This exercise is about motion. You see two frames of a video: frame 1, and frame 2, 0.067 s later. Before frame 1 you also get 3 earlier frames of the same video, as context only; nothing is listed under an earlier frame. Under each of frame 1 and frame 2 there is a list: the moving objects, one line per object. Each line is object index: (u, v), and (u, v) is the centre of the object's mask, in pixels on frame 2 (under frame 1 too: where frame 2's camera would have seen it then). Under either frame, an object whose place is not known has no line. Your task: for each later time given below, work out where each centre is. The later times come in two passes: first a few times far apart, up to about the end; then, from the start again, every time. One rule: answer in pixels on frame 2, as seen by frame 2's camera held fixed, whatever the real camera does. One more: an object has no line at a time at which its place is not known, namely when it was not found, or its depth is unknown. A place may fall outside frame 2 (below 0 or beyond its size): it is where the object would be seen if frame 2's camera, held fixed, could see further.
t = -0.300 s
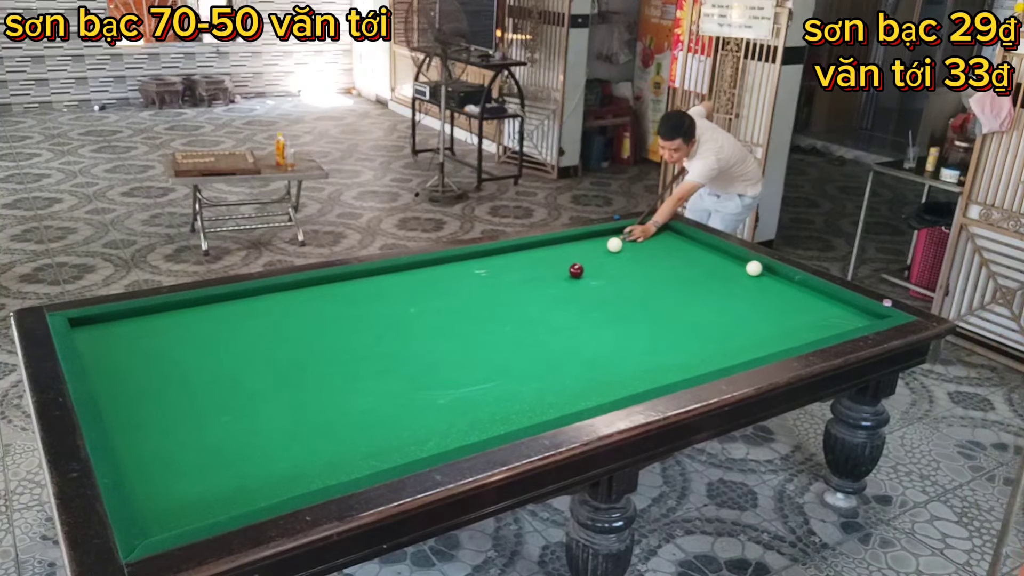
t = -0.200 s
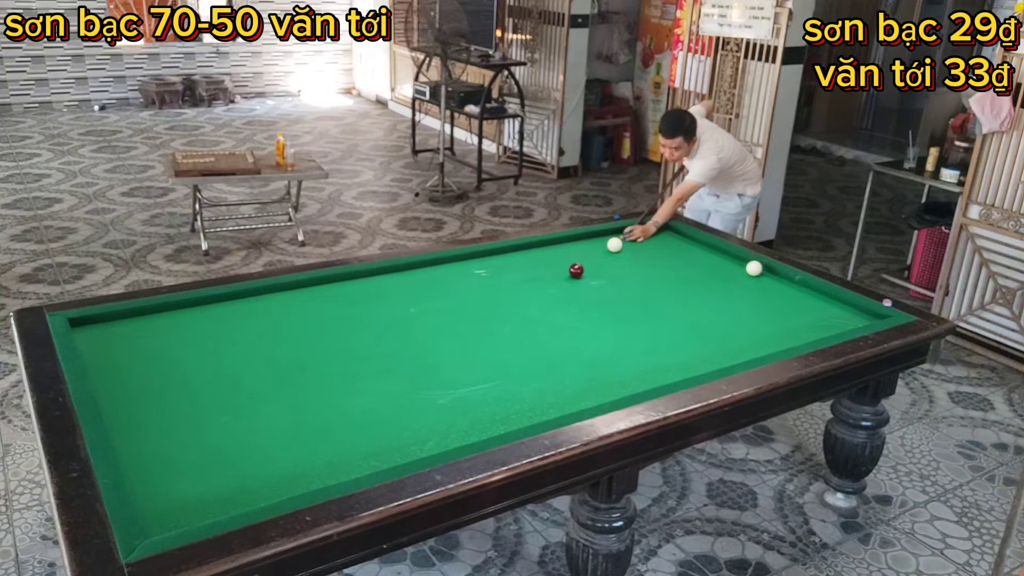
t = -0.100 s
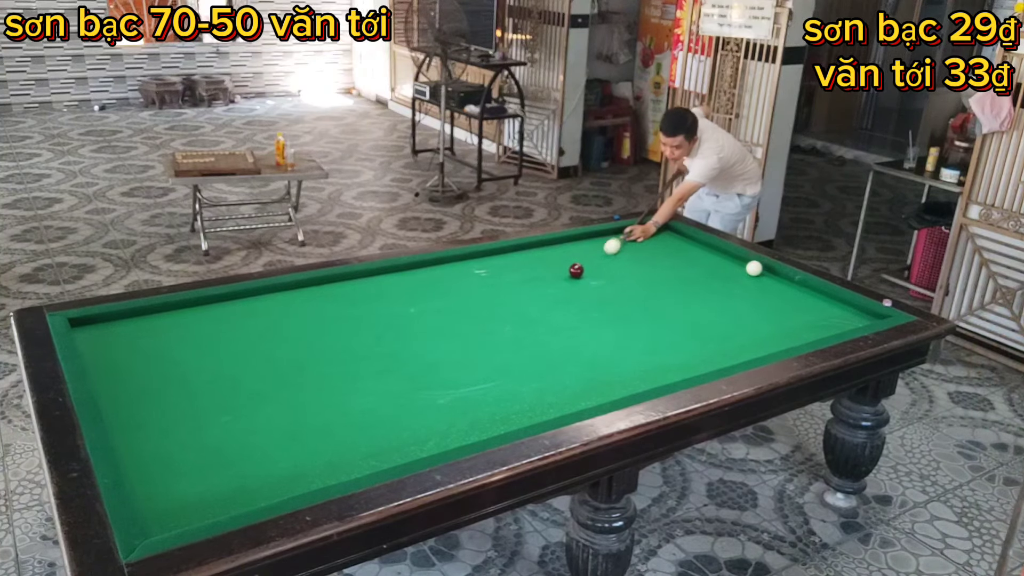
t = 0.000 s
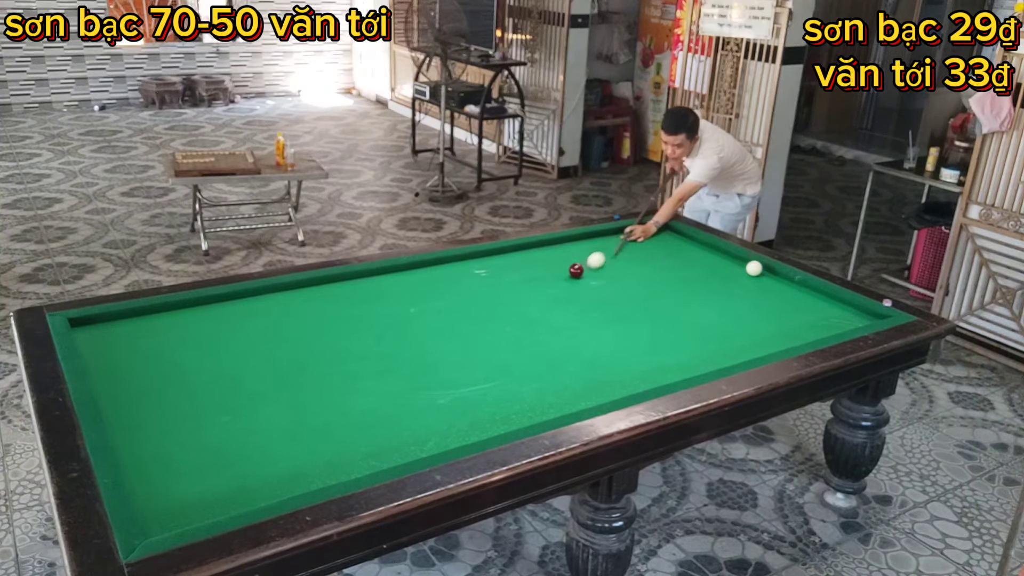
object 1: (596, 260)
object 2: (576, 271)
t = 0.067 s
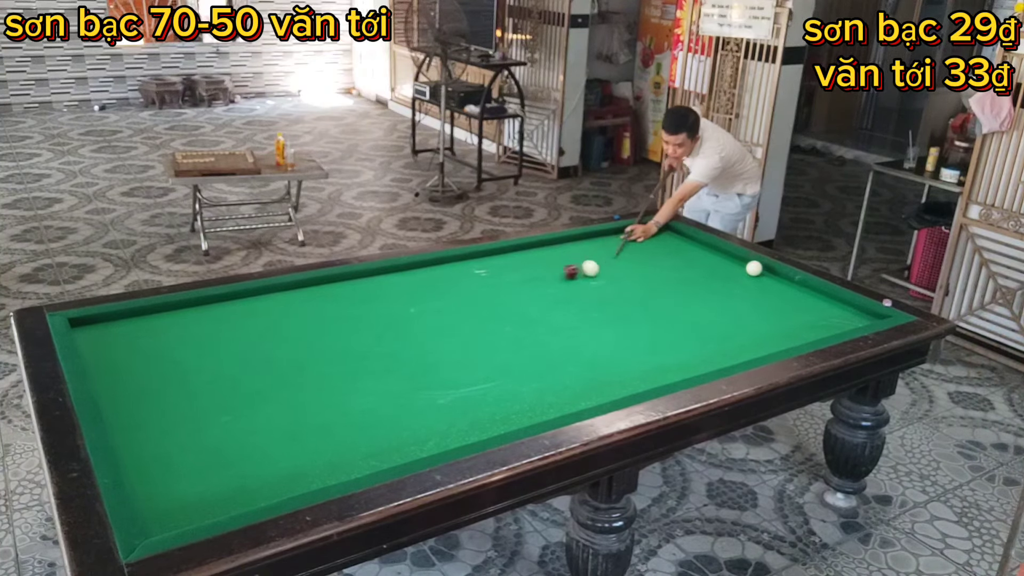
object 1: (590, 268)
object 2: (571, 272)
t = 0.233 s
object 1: (611, 278)
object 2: (523, 281)
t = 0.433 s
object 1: (635, 289)
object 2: (471, 292)
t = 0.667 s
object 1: (663, 302)
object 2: (406, 304)
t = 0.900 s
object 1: (694, 315)
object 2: (336, 318)
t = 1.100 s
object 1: (721, 328)
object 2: (270, 331)
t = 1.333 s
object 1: (754, 343)
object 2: (188, 347)
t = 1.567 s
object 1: (768, 344)
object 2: (97, 365)
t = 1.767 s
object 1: (765, 335)
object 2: (138, 355)
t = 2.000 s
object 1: (761, 325)
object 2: (184, 345)
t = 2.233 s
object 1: (757, 316)
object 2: (225, 336)
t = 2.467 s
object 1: (752, 307)
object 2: (264, 328)
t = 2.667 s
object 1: (749, 300)
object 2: (295, 322)
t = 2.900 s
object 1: (745, 292)
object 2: (329, 314)
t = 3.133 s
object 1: (741, 285)
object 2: (361, 308)
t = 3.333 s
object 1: (738, 280)
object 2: (386, 303)
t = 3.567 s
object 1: (734, 274)
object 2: (415, 297)
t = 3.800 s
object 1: (730, 269)
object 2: (441, 291)
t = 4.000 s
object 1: (727, 264)
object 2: (462, 287)
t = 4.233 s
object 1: (724, 259)
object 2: (486, 282)
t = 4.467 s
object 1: (720, 255)
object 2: (508, 278)
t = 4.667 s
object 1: (717, 251)
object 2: (526, 274)
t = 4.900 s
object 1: (714, 248)
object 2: (546, 270)
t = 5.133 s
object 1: (706, 246)
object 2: (565, 266)
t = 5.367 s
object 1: (699, 245)
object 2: (582, 263)
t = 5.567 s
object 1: (694, 244)
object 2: (596, 260)
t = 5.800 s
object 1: (688, 243)
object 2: (611, 257)
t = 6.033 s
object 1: (682, 241)
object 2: (626, 254)
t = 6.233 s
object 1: (678, 240)
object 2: (638, 252)
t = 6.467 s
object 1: (673, 240)
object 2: (651, 249)
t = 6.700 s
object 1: (670, 237)
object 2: (663, 247)
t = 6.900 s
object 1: (664, 237)
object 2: (673, 245)
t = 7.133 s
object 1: (662, 238)
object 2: (684, 242)
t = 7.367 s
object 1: (659, 237)
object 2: (694, 240)
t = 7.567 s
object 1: (657, 237)
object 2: (691, 241)
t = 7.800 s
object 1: (656, 237)
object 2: (686, 242)
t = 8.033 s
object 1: (654, 237)
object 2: (681, 243)
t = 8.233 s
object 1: (653, 237)
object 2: (678, 243)
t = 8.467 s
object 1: (653, 236)
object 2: (673, 244)
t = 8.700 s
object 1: (653, 236)
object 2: (670, 245)
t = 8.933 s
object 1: (653, 236)
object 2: (666, 246)
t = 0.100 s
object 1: (595, 271)
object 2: (561, 274)
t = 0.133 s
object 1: (599, 273)
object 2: (551, 276)
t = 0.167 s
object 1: (603, 275)
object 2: (541, 278)
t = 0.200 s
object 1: (607, 277)
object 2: (532, 280)
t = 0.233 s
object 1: (611, 278)
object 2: (523, 281)
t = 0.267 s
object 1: (615, 280)
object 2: (514, 283)
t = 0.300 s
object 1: (619, 282)
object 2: (505, 285)
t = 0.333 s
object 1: (622, 283)
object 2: (496, 287)
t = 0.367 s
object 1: (626, 285)
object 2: (488, 288)
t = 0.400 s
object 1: (630, 287)
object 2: (479, 289)
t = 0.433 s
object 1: (635, 289)
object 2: (471, 292)
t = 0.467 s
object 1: (638, 291)
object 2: (461, 294)
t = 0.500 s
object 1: (643, 292)
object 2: (452, 295)
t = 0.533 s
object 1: (647, 294)
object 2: (444, 297)
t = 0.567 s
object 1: (651, 296)
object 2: (434, 299)
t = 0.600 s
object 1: (655, 298)
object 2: (425, 301)
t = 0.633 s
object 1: (659, 300)
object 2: (416, 303)
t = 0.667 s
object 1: (663, 302)
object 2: (406, 304)
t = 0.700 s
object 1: (668, 304)
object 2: (396, 306)
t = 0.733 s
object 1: (672, 306)
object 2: (387, 308)
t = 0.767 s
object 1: (676, 308)
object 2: (377, 310)
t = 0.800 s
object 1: (681, 310)
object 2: (367, 312)
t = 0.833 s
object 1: (685, 311)
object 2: (356, 314)
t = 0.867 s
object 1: (689, 313)
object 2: (346, 316)
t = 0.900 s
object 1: (694, 315)
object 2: (336, 318)
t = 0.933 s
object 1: (698, 317)
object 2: (325, 320)
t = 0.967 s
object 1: (703, 319)
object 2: (314, 322)
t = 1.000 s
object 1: (707, 321)
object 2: (303, 325)
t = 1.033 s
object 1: (712, 323)
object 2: (293, 326)
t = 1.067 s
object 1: (717, 325)
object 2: (282, 329)
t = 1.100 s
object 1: (721, 328)
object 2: (270, 331)
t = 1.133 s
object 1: (726, 330)
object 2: (259, 333)
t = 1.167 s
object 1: (730, 332)
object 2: (248, 335)
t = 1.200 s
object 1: (735, 334)
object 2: (236, 337)
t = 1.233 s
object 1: (740, 336)
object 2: (224, 340)
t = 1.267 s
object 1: (745, 338)
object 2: (213, 342)
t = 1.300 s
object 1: (749, 340)
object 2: (201, 344)
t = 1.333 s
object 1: (754, 343)
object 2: (188, 347)
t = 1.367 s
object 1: (759, 344)
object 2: (175, 349)
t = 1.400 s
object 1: (763, 346)
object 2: (163, 351)
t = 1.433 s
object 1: (768, 347)
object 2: (150, 354)
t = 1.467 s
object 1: (771, 347)
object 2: (137, 357)
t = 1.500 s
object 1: (770, 346)
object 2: (124, 359)
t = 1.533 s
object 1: (769, 345)
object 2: (110, 362)
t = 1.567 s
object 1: (768, 344)
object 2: (97, 365)
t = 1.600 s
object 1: (768, 342)
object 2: (97, 365)
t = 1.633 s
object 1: (768, 341)
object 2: (106, 362)
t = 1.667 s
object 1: (767, 340)
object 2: (115, 361)
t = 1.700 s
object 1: (766, 338)
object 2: (124, 358)
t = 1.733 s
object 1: (766, 337)
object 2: (131, 357)
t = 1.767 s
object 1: (765, 335)
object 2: (138, 355)
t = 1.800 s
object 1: (765, 334)
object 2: (145, 354)
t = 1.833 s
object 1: (764, 332)
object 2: (152, 352)
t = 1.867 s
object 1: (763, 331)
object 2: (158, 351)
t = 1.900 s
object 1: (763, 329)
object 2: (165, 350)
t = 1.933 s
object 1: (762, 328)
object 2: (171, 349)
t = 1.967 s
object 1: (762, 326)
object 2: (177, 347)
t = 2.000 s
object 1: (761, 325)
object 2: (184, 345)
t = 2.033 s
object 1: (760, 323)
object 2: (190, 344)
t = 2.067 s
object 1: (760, 322)
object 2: (196, 343)
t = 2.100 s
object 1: (759, 321)
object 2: (202, 342)
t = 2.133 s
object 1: (758, 319)
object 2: (208, 340)
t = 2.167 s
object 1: (758, 318)
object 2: (214, 339)
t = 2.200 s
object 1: (757, 317)
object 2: (220, 338)
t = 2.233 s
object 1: (757, 316)
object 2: (225, 336)
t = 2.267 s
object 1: (756, 314)
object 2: (231, 335)
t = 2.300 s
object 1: (756, 313)
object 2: (236, 334)
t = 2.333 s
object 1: (755, 312)
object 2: (242, 333)
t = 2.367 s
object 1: (754, 310)
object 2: (248, 332)
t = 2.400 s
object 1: (754, 309)
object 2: (253, 330)
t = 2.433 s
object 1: (753, 308)
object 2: (259, 329)
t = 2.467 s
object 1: (752, 307)
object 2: (264, 328)
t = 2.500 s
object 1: (752, 306)
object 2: (269, 327)
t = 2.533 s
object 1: (751, 304)
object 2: (275, 326)
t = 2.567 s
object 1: (751, 303)
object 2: (280, 325)
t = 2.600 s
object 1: (750, 302)
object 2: (285, 324)
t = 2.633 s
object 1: (750, 301)
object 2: (290, 323)
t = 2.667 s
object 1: (749, 300)
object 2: (295, 322)
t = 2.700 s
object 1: (748, 299)
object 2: (300, 320)
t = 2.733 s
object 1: (748, 298)
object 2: (305, 320)
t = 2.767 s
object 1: (747, 297)
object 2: (310, 318)
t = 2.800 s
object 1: (747, 295)
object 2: (315, 318)
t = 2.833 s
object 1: (746, 294)
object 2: (320, 316)
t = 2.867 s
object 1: (745, 293)
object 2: (325, 316)
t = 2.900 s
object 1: (745, 292)
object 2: (329, 314)
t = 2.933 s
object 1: (744, 291)
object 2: (334, 314)
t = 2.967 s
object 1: (744, 290)
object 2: (338, 313)
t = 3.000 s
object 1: (743, 289)
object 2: (343, 312)
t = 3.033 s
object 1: (743, 288)
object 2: (348, 311)
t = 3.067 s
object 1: (742, 287)
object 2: (352, 310)
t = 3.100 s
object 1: (741, 286)
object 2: (357, 309)
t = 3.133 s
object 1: (741, 285)
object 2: (361, 308)
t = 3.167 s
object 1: (740, 284)
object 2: (366, 307)
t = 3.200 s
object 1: (740, 284)
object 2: (370, 306)
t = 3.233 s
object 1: (739, 283)
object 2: (374, 305)
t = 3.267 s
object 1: (739, 282)
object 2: (378, 304)
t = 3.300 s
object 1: (738, 281)
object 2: (382, 303)
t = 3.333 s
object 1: (738, 280)
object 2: (386, 303)
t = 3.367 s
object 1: (737, 279)
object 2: (391, 302)
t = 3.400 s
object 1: (736, 278)
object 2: (395, 301)
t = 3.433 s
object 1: (736, 277)
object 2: (399, 300)
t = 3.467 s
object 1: (735, 277)
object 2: (403, 299)
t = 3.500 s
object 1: (735, 276)
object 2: (407, 298)
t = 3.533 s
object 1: (734, 275)
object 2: (411, 297)
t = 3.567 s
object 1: (734, 274)
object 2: (415, 297)
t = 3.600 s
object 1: (733, 273)
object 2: (419, 296)
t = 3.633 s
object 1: (733, 272)
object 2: (423, 295)
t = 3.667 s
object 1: (732, 272)
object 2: (426, 294)
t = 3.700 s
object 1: (731, 271)
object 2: (430, 293)
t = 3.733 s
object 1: (731, 270)
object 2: (434, 292)
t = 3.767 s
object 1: (730, 269)
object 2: (437, 292)
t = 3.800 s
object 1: (730, 269)
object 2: (441, 291)
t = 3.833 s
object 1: (729, 268)
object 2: (444, 290)
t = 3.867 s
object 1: (729, 267)
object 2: (448, 290)
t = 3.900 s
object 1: (728, 266)
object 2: (452, 289)
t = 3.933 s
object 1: (728, 266)
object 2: (455, 288)
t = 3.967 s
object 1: (727, 265)
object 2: (459, 287)
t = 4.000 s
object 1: (727, 264)
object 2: (462, 287)
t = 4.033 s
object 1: (726, 264)
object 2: (466, 286)
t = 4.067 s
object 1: (726, 263)
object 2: (469, 285)
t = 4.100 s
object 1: (725, 262)
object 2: (473, 285)
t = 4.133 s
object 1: (725, 261)
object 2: (476, 284)
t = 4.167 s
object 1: (724, 261)
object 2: (479, 283)
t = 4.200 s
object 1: (724, 260)
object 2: (483, 282)
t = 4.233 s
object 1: (724, 259)
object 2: (486, 282)
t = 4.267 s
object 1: (723, 259)
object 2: (489, 281)
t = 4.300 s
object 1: (723, 258)
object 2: (492, 281)
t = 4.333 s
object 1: (722, 257)
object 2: (495, 280)
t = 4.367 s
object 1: (722, 257)
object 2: (498, 279)
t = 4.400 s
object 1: (721, 256)
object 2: (502, 279)
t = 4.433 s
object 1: (721, 256)
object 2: (505, 278)
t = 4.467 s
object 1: (720, 255)
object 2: (508, 278)
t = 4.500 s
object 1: (720, 254)
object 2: (511, 277)
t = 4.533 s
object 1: (719, 254)
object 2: (514, 276)
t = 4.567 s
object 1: (719, 253)
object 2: (517, 276)
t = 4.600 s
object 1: (718, 253)
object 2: (520, 275)
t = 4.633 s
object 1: (718, 252)
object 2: (523, 274)
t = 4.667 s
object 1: (717, 251)
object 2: (526, 274)
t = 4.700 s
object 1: (717, 251)
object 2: (529, 273)
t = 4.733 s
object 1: (717, 250)
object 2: (532, 273)
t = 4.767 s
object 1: (716, 250)
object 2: (534, 272)
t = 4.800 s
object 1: (715, 249)
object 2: (538, 272)
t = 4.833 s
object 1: (715, 249)
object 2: (540, 271)
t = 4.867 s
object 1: (714, 248)
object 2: (543, 271)
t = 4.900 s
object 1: (714, 248)
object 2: (546, 270)
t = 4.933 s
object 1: (712, 247)
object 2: (548, 269)
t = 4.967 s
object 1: (712, 247)
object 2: (551, 269)
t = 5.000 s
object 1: (710, 247)
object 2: (554, 268)
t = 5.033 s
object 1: (709, 247)
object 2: (556, 268)
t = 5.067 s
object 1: (708, 247)
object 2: (559, 267)
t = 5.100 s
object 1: (707, 247)
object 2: (562, 267)
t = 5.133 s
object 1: (706, 246)
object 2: (565, 266)
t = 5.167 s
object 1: (705, 246)
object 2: (567, 266)
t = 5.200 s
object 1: (704, 246)
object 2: (569, 265)
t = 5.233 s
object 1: (703, 246)
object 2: (572, 265)
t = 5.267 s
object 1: (702, 245)
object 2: (575, 264)
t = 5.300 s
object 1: (701, 245)
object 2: (577, 264)
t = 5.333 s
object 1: (700, 245)
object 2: (579, 264)
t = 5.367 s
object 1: (699, 245)
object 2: (582, 263)
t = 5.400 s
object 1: (698, 245)
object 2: (584, 263)
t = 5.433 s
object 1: (697, 244)
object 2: (586, 262)
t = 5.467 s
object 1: (696, 244)
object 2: (589, 262)
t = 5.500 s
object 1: (695, 244)
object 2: (591, 261)
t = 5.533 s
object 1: (695, 244)
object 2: (594, 261)
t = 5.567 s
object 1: (694, 244)
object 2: (596, 260)
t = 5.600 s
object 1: (693, 244)
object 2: (598, 260)
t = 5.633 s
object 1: (692, 243)
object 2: (601, 259)
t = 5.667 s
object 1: (691, 243)
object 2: (603, 259)
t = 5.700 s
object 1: (690, 243)
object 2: (605, 258)
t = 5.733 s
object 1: (689, 243)
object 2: (607, 258)
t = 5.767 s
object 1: (688, 243)
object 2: (609, 257)
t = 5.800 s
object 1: (688, 243)
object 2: (611, 257)
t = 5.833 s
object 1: (687, 242)
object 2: (613, 256)
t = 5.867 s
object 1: (686, 242)
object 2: (616, 256)
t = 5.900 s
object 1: (685, 242)
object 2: (618, 256)
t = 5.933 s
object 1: (684, 242)
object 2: (620, 255)
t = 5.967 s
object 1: (684, 242)
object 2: (622, 255)
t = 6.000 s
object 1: (683, 242)
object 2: (624, 255)
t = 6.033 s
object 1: (682, 241)
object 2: (626, 254)
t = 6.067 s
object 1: (681, 241)
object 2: (628, 254)
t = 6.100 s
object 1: (681, 241)
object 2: (630, 253)
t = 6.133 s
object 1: (680, 241)
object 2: (632, 253)
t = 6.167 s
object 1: (679, 241)
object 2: (634, 253)
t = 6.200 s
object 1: (678, 241)
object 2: (636, 252)
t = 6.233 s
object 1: (678, 240)
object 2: (638, 252)
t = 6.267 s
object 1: (677, 240)
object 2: (640, 251)
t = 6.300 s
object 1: (676, 240)
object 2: (642, 251)
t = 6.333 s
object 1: (676, 240)
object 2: (644, 251)
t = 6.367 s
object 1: (675, 240)
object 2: (645, 250)
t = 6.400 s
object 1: (674, 240)
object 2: (647, 250)
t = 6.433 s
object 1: (674, 240)
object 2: (649, 249)
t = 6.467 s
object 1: (673, 240)
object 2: (651, 249)
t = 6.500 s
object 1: (672, 239)
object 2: (653, 249)
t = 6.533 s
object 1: (671, 239)
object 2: (654, 249)
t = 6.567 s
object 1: (671, 239)
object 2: (656, 248)
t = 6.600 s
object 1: (671, 239)
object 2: (658, 248)
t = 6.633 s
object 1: (670, 239)
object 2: (660, 248)
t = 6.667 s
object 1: (670, 238)
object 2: (661, 247)
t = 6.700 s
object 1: (670, 237)
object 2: (663, 247)
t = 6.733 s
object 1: (669, 237)
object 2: (665, 247)
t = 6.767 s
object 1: (668, 236)
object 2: (667, 246)
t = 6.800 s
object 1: (667, 236)
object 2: (668, 246)
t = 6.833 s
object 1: (666, 236)
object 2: (670, 245)
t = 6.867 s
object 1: (665, 237)
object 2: (671, 245)
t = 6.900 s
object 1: (664, 237)
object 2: (673, 245)
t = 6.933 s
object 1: (664, 237)
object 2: (675, 245)
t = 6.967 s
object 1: (664, 238)
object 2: (676, 244)
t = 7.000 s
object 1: (664, 238)
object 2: (677, 244)
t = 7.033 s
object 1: (664, 238)
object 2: (679, 243)
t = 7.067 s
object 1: (663, 238)
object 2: (681, 243)
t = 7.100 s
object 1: (663, 238)
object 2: (682, 242)
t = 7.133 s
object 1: (662, 238)
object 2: (684, 242)
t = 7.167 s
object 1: (662, 238)
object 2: (685, 242)
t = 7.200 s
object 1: (661, 238)
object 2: (687, 242)
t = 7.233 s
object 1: (661, 237)
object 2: (688, 241)
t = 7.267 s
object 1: (661, 237)
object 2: (690, 241)
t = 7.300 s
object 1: (660, 237)
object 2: (691, 241)
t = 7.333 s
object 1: (660, 237)
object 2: (693, 240)
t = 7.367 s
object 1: (659, 237)
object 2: (694, 240)
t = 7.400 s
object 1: (659, 237)
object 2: (694, 240)
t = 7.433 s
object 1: (659, 237)
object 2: (694, 240)
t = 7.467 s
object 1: (659, 237)
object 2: (693, 240)
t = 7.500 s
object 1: (658, 237)
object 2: (692, 240)
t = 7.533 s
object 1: (658, 237)
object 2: (692, 240)
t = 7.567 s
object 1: (657, 237)
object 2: (691, 241)
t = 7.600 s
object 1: (657, 237)
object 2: (690, 241)
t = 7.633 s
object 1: (657, 237)
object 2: (689, 241)
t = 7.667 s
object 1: (657, 237)
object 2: (689, 241)
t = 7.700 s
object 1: (656, 237)
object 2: (688, 241)
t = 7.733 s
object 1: (656, 237)
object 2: (687, 242)
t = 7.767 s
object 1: (656, 237)
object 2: (686, 242)
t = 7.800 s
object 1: (656, 237)
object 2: (686, 242)
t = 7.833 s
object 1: (655, 237)
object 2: (685, 242)
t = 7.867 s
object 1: (655, 237)
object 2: (684, 242)
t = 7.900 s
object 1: (655, 237)
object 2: (684, 242)
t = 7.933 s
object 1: (655, 237)
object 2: (683, 242)
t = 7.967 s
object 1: (655, 237)
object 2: (683, 242)
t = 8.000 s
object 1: (654, 237)
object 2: (682, 242)
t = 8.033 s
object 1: (654, 237)
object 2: (681, 243)
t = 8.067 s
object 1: (654, 237)
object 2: (681, 243)
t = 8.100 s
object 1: (654, 237)
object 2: (680, 243)
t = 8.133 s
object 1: (654, 237)
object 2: (680, 243)
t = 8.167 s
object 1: (654, 237)
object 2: (679, 243)
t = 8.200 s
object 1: (654, 237)
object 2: (678, 243)
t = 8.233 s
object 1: (653, 237)
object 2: (678, 243)
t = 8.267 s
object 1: (654, 237)
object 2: (677, 243)
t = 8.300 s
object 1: (653, 237)
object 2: (676, 244)
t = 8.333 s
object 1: (653, 236)
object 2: (676, 244)
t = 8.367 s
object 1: (653, 236)
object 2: (675, 244)
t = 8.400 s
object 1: (653, 236)
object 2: (674, 244)
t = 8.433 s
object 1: (653, 236)
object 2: (674, 244)
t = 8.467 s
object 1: (653, 236)
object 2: (673, 244)
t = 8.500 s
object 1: (653, 236)
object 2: (673, 244)
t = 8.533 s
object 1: (653, 236)
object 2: (672, 245)
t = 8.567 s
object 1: (653, 236)
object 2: (672, 245)
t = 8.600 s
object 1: (653, 236)
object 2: (671, 245)
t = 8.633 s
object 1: (653, 236)
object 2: (671, 245)
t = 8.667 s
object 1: (653, 236)
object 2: (670, 245)
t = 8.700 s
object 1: (653, 236)
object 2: (670, 245)
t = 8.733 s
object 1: (653, 236)
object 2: (669, 245)
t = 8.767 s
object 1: (653, 236)
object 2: (669, 245)
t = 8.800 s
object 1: (653, 236)
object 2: (668, 245)
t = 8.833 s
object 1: (653, 236)
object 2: (667, 246)
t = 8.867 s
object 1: (653, 236)
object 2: (667, 246)
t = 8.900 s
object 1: (653, 236)
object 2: (667, 246)
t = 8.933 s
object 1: (653, 236)
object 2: (666, 246)
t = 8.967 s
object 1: (653, 236)
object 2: (666, 246)
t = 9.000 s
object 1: (653, 236)
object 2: (665, 246)
